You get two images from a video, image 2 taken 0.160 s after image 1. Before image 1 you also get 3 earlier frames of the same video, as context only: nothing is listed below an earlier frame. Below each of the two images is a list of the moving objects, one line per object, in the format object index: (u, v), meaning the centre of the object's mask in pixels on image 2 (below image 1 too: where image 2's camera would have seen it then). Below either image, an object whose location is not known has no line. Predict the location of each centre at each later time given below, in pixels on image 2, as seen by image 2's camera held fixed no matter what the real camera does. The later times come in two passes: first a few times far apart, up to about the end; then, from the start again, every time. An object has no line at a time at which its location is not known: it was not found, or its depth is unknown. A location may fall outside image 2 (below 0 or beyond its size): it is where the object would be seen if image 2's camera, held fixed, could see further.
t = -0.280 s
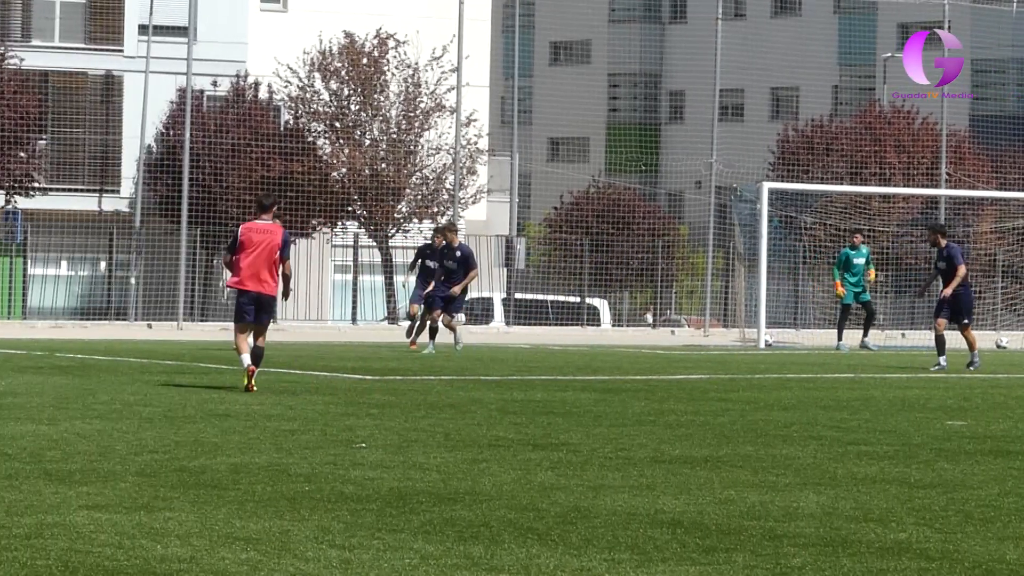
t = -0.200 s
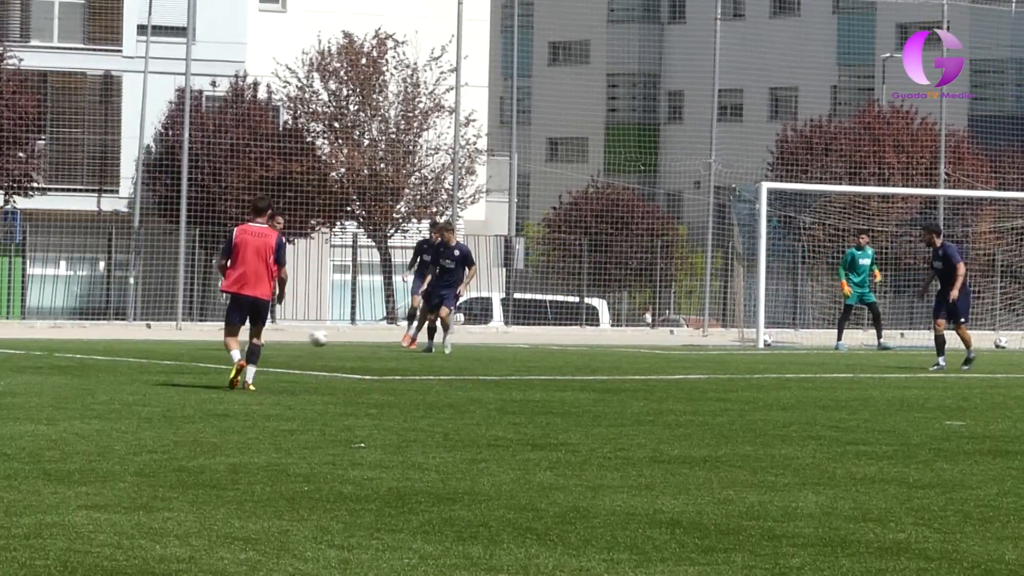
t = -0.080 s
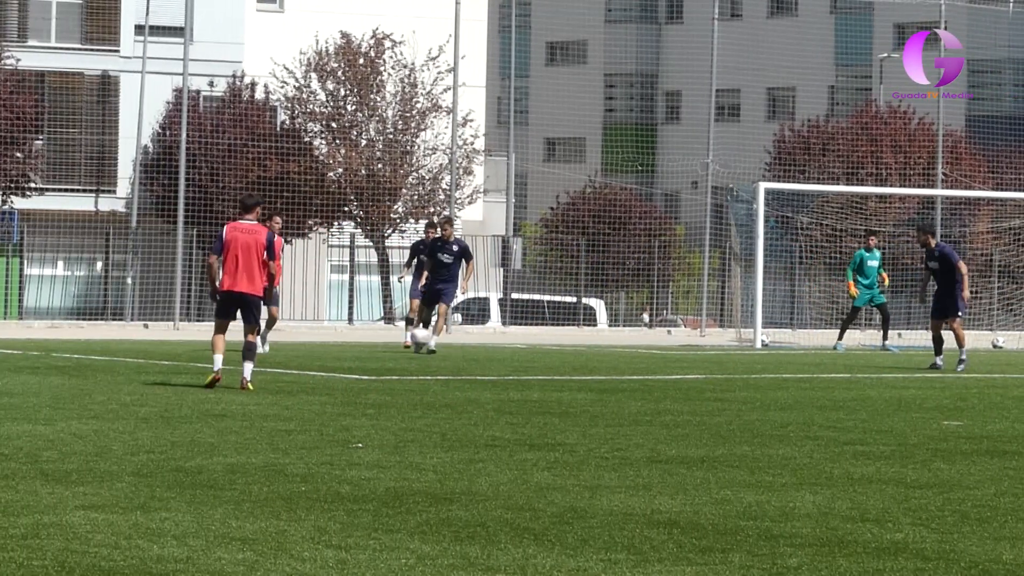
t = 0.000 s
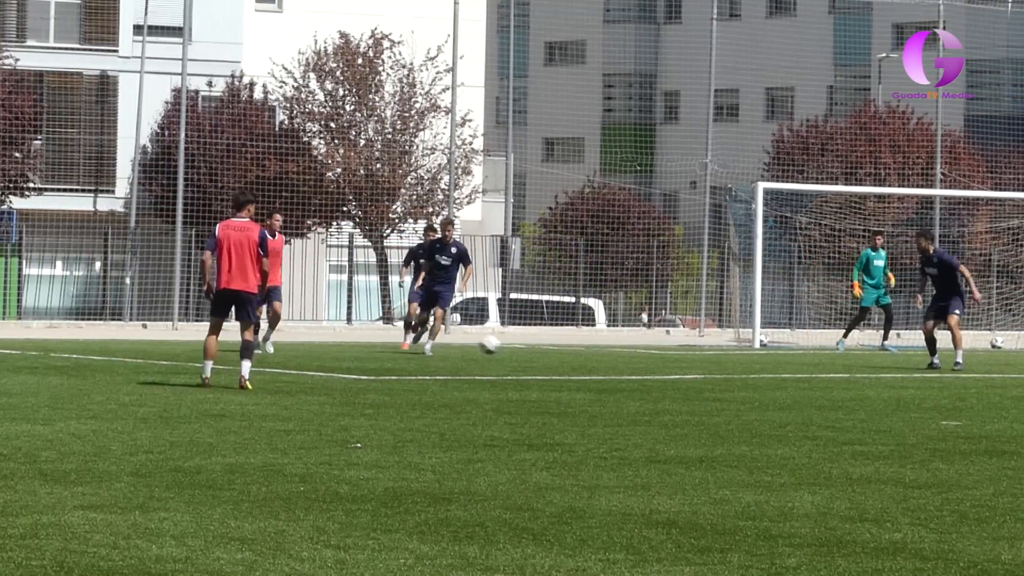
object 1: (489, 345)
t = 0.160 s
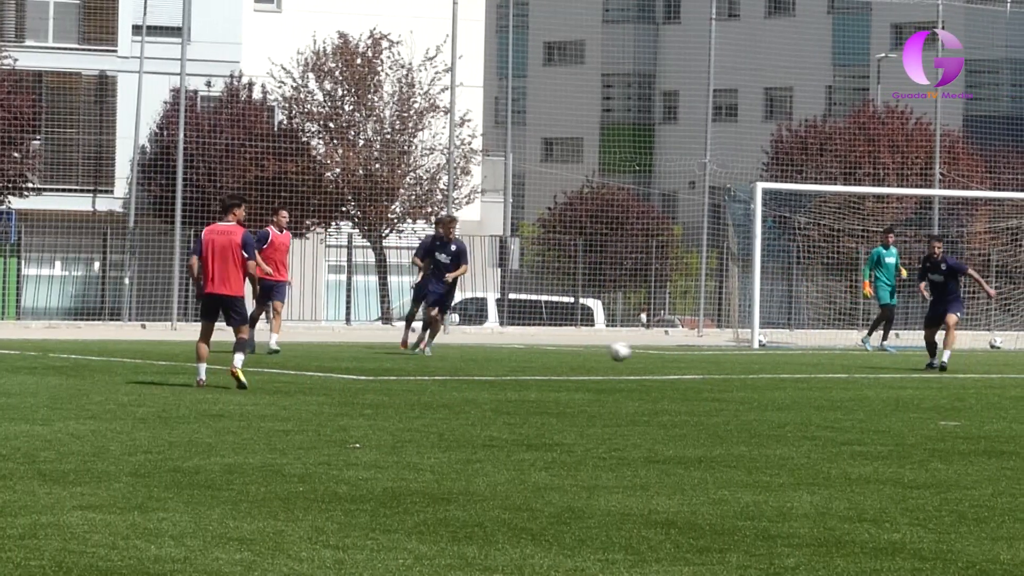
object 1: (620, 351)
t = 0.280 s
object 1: (712, 356)
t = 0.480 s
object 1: (855, 362)
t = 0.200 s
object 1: (650, 351)
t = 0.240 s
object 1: (681, 353)
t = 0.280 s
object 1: (712, 356)
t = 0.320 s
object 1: (743, 361)
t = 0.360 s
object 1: (772, 362)
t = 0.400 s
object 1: (800, 361)
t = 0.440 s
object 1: (827, 361)
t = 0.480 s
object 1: (855, 362)
